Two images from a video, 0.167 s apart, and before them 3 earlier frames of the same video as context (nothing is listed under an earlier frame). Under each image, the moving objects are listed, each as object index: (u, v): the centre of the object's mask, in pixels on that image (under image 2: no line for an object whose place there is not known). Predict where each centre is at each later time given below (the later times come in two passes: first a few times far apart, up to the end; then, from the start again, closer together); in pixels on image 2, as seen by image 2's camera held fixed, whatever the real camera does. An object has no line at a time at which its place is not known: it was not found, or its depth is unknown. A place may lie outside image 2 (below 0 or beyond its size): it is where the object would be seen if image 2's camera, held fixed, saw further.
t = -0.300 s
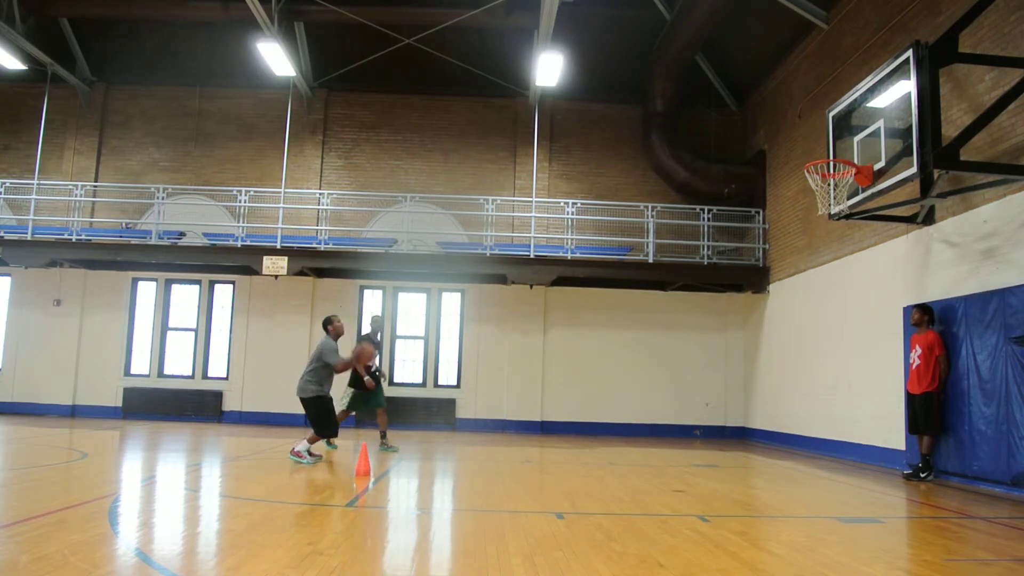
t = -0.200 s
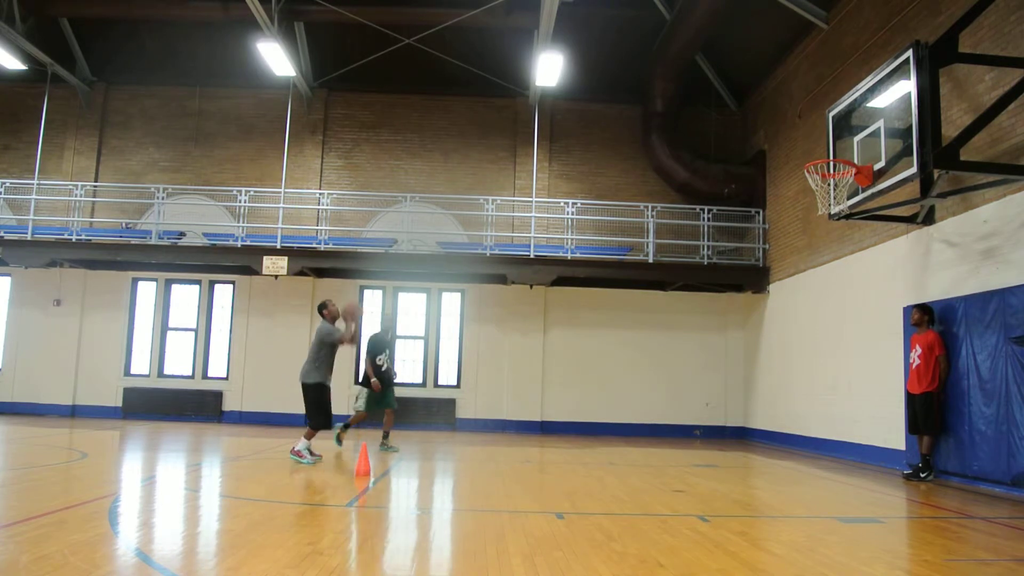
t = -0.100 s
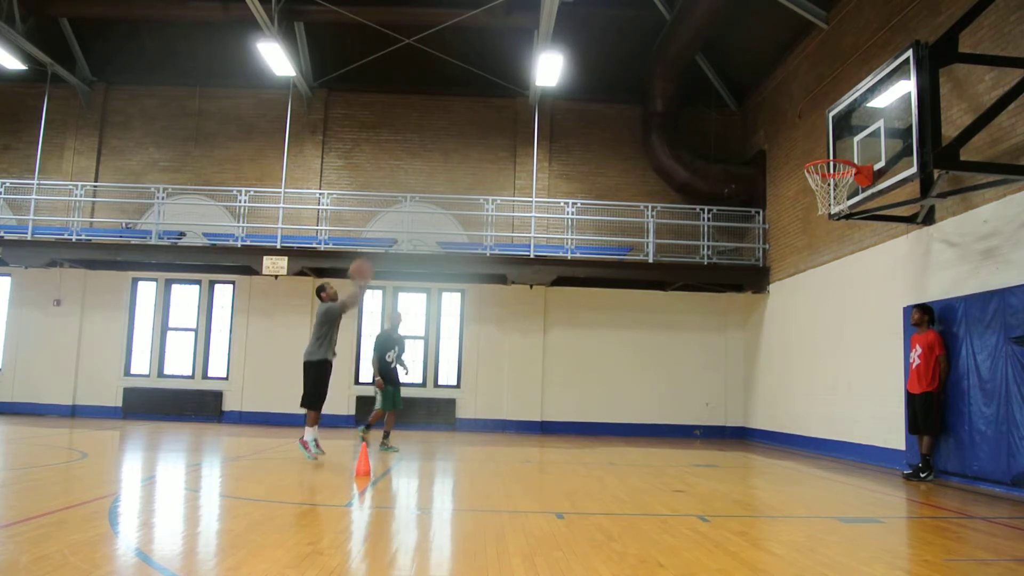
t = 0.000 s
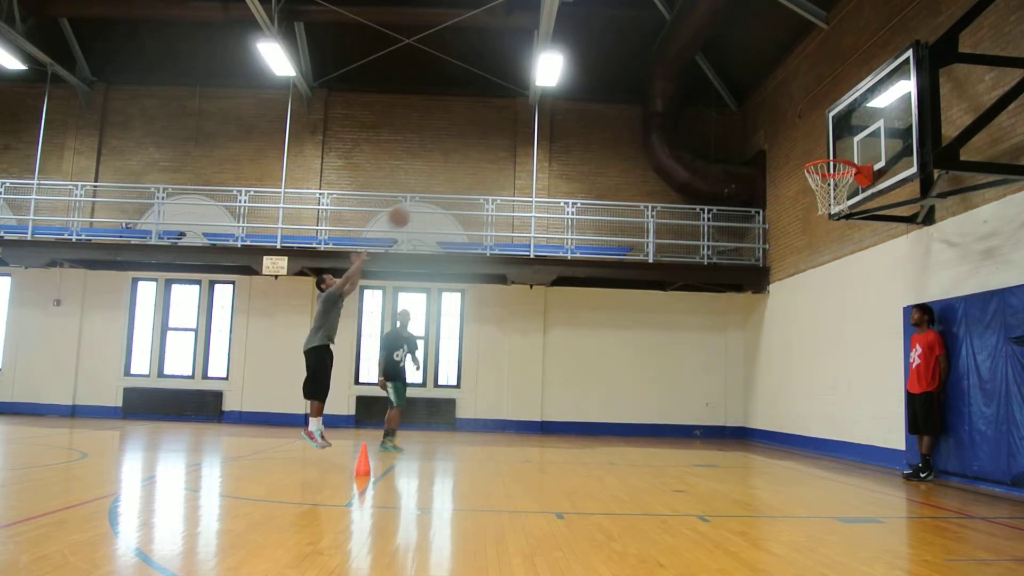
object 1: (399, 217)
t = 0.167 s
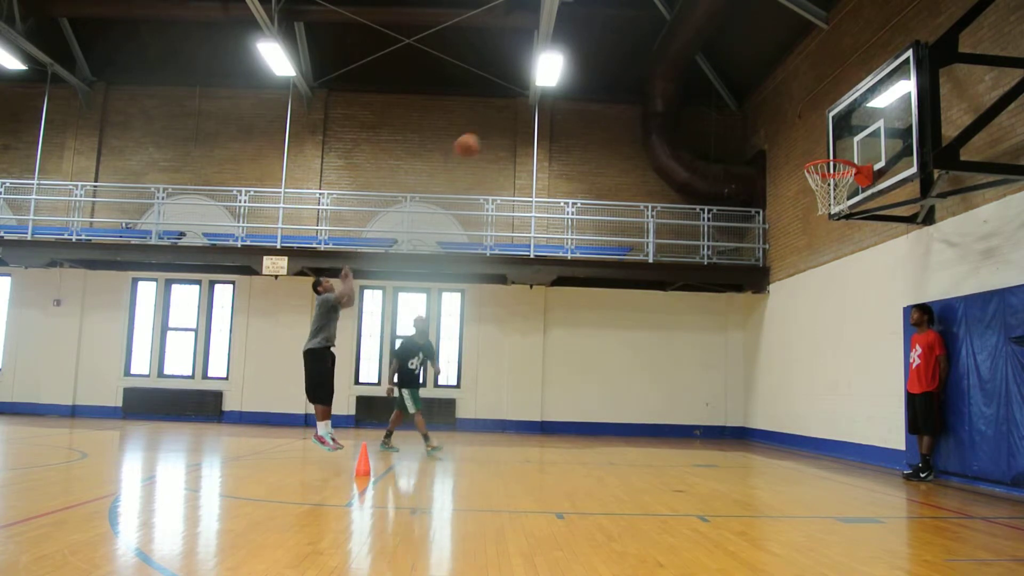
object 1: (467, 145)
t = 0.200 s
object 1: (480, 134)
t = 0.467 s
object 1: (588, 78)
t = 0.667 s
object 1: (670, 79)
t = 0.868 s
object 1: (757, 117)
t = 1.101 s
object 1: (869, 219)
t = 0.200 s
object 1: (480, 134)
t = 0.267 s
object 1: (507, 115)
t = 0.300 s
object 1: (520, 107)
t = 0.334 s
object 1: (533, 99)
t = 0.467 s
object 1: (588, 78)
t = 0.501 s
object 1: (601, 76)
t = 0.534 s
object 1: (615, 74)
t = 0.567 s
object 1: (629, 74)
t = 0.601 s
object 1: (642, 74)
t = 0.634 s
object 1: (656, 76)
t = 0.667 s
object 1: (670, 79)
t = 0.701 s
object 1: (684, 82)
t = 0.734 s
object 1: (699, 87)
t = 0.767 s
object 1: (714, 93)
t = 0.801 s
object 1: (728, 100)
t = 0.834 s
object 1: (743, 108)
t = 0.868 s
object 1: (757, 117)
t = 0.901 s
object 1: (772, 127)
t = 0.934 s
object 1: (788, 139)
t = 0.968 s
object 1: (804, 153)
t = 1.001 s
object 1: (819, 167)
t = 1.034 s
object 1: (836, 183)
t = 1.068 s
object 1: (852, 199)
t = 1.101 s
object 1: (869, 219)
